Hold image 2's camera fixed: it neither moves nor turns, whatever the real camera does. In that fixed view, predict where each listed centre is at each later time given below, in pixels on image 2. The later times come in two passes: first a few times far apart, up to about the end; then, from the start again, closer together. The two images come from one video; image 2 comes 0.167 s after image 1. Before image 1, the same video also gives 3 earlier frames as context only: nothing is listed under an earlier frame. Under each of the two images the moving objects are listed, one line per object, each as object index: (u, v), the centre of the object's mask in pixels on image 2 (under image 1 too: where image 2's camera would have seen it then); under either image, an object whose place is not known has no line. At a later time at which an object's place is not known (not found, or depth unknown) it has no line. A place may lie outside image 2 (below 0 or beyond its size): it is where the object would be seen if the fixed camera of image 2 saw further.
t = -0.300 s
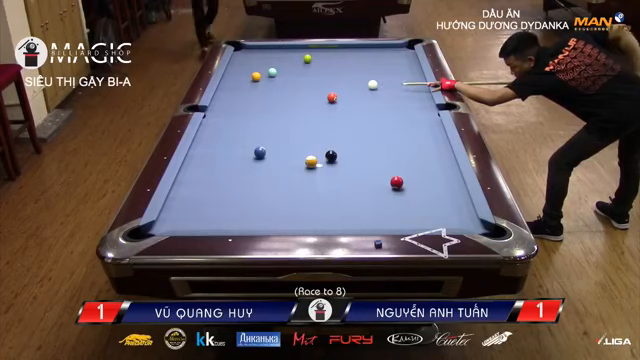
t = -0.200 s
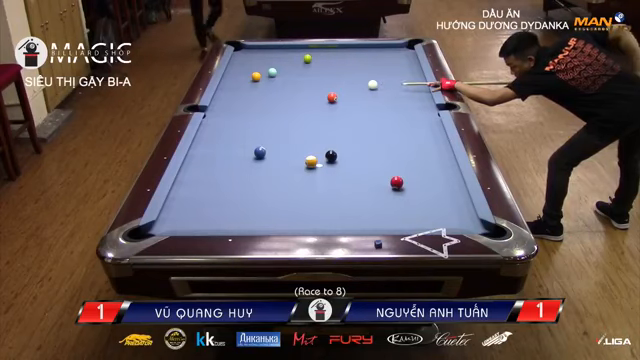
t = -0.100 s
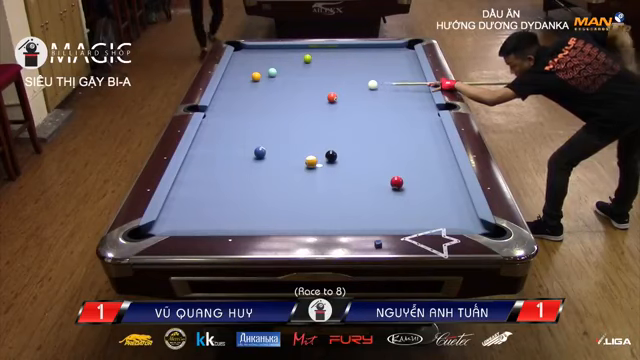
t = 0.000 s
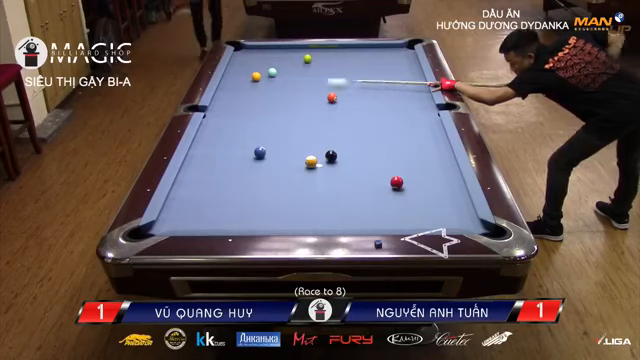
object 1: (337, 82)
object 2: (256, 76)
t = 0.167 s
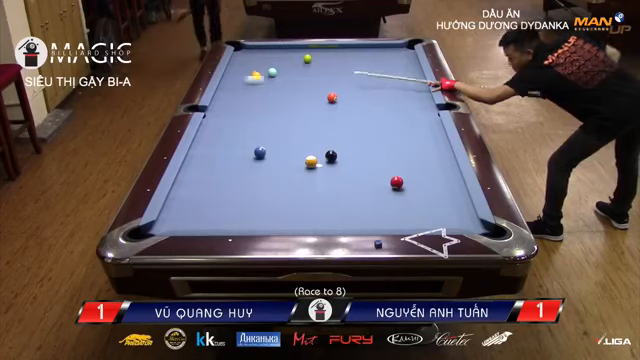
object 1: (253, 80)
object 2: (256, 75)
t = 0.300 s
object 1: (243, 82)
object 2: (254, 71)
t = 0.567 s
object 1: (315, 85)
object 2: (251, 63)
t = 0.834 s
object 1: (370, 87)
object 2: (248, 57)
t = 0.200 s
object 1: (239, 80)
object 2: (255, 74)
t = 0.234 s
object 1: (227, 81)
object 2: (254, 73)
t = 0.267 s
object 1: (232, 81)
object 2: (254, 72)
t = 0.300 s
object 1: (243, 82)
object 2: (254, 71)
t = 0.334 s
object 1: (253, 82)
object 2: (253, 70)
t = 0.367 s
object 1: (263, 83)
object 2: (253, 68)
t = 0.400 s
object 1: (273, 83)
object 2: (252, 68)
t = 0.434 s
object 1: (282, 84)
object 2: (251, 67)
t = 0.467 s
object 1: (291, 84)
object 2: (251, 65)
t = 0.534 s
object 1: (307, 84)
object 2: (250, 63)
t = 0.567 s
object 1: (315, 85)
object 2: (251, 63)
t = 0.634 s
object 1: (331, 85)
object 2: (249, 61)
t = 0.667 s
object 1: (339, 86)
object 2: (249, 60)
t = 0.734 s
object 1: (354, 86)
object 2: (248, 58)
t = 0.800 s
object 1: (362, 87)
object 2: (248, 58)
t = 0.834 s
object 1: (370, 87)
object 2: (248, 57)
